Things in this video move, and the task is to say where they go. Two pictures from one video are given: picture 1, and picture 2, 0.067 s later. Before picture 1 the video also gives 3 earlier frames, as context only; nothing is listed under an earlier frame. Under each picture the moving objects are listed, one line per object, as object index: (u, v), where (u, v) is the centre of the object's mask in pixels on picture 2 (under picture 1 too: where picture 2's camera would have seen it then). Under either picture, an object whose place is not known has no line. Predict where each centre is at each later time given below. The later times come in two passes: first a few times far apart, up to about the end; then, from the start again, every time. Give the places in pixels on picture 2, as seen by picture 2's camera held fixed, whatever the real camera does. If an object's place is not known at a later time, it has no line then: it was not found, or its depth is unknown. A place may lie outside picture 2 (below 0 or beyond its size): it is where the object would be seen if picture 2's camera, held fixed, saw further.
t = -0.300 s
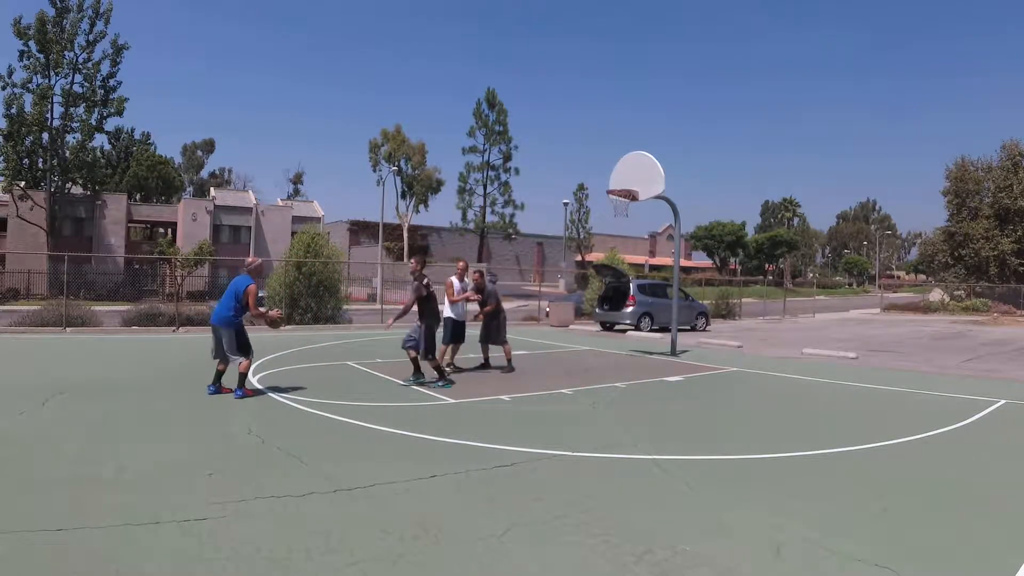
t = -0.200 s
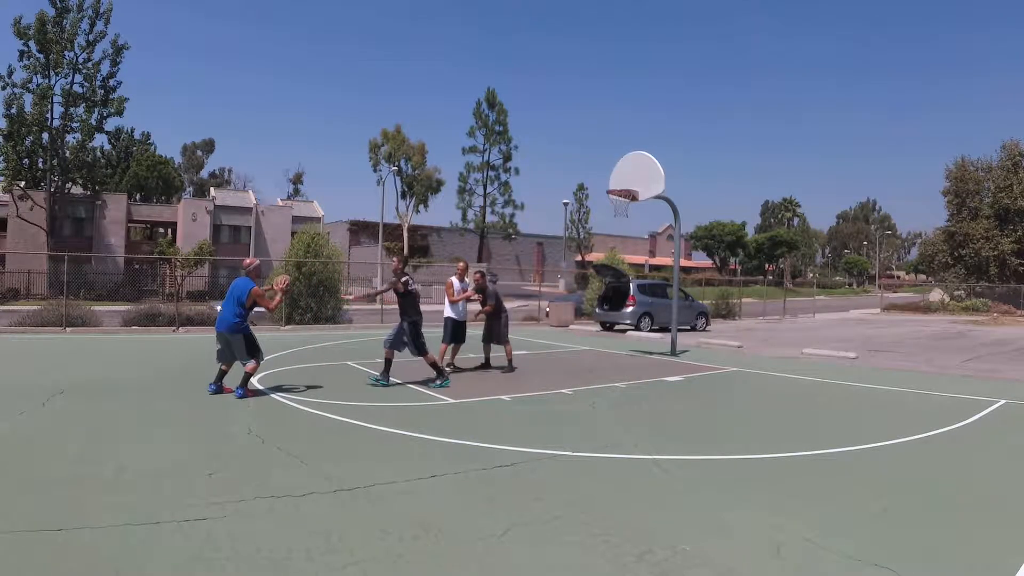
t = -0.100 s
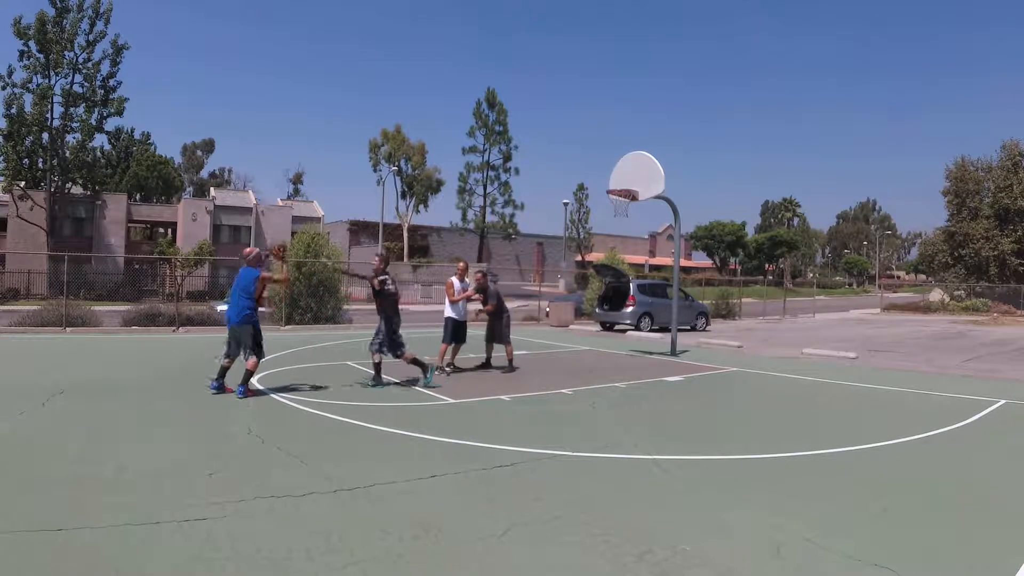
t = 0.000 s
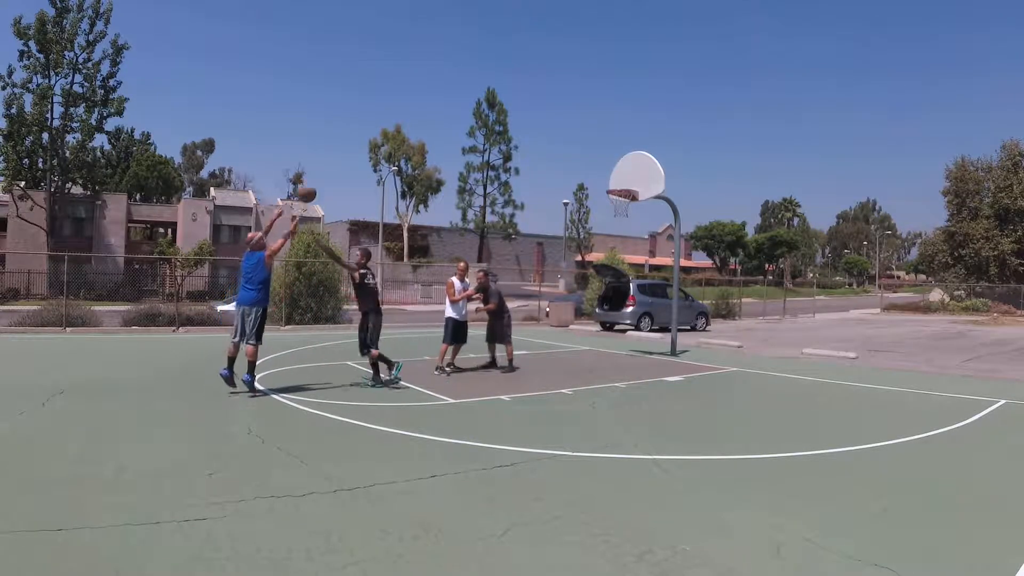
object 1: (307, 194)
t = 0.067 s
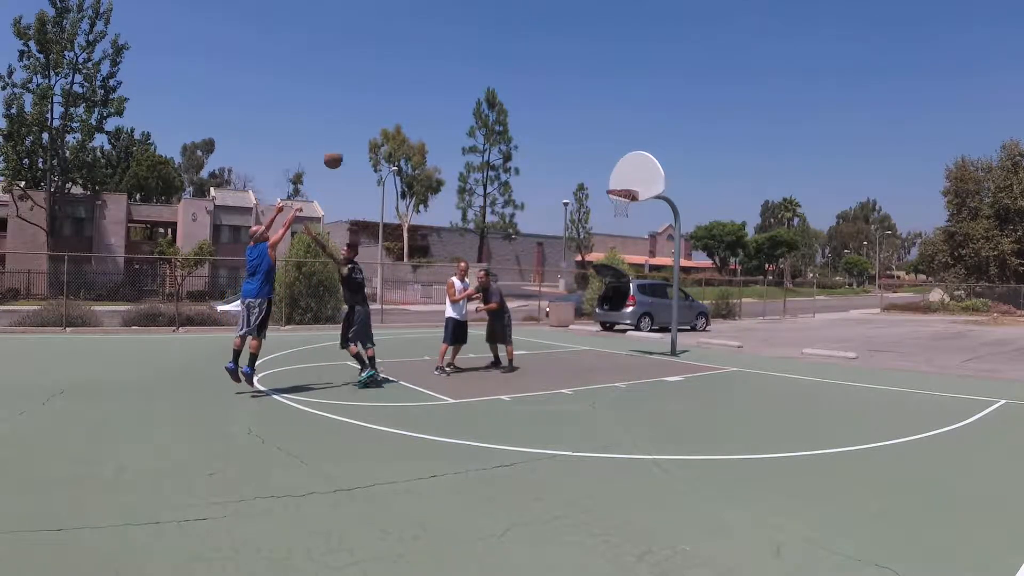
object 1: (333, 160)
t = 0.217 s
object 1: (389, 102)
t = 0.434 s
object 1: (458, 60)
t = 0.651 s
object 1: (516, 54)
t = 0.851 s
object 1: (562, 74)
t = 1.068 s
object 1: (605, 119)
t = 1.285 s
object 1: (638, 182)
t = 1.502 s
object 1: (628, 151)
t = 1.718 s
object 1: (619, 136)
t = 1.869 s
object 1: (611, 144)
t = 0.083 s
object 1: (339, 152)
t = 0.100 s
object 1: (346, 145)
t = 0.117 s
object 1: (352, 138)
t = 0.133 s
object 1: (358, 131)
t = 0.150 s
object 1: (364, 125)
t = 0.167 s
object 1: (371, 119)
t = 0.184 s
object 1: (377, 113)
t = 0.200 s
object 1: (383, 109)
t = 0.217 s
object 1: (389, 102)
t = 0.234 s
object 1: (395, 97)
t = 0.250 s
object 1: (400, 93)
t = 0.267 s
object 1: (406, 88)
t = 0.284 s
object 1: (412, 84)
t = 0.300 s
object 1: (417, 81)
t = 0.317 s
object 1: (422, 77)
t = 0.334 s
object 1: (428, 75)
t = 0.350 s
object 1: (432, 72)
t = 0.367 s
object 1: (438, 69)
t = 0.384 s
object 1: (442, 66)
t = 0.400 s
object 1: (449, 64)
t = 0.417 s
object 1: (454, 62)
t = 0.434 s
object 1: (458, 60)
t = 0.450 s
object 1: (463, 58)
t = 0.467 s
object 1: (468, 57)
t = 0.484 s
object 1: (472, 55)
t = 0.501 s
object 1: (477, 54)
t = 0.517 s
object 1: (482, 54)
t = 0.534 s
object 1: (486, 53)
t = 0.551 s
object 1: (491, 52)
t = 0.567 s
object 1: (495, 52)
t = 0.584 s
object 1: (499, 52)
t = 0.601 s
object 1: (504, 53)
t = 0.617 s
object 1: (508, 53)
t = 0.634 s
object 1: (512, 53)
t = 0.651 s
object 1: (516, 54)
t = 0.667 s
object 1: (520, 55)
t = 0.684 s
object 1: (525, 55)
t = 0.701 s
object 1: (529, 57)
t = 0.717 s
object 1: (532, 58)
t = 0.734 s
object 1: (536, 59)
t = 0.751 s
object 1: (540, 61)
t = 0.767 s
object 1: (544, 63)
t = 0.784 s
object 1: (547, 65)
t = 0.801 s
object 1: (551, 67)
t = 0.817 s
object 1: (555, 69)
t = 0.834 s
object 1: (558, 71)
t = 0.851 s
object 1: (562, 74)
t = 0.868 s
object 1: (566, 77)
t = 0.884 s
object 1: (569, 79)
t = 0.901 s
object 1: (573, 82)
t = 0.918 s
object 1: (576, 85)
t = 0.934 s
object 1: (579, 88)
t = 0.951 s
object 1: (583, 91)
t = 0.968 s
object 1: (586, 95)
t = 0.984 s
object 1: (589, 99)
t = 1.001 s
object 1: (592, 103)
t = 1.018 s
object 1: (596, 107)
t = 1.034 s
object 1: (599, 111)
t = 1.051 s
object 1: (602, 114)
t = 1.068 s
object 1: (605, 119)
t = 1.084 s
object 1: (608, 123)
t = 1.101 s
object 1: (611, 128)
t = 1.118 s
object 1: (614, 133)
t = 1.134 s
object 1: (617, 137)
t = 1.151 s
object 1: (620, 143)
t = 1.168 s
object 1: (623, 147)
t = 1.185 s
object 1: (625, 152)
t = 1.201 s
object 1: (628, 157)
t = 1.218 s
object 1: (631, 162)
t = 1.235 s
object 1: (634, 168)
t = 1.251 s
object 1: (637, 174)
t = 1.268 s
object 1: (639, 180)
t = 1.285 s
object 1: (638, 182)
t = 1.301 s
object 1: (636, 184)
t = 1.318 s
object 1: (635, 181)
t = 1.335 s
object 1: (634, 177)
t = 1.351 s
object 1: (634, 174)
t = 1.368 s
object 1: (633, 171)
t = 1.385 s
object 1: (633, 168)
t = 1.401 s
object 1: (632, 165)
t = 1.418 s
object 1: (631, 162)
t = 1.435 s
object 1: (631, 159)
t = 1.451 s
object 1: (630, 158)
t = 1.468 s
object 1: (629, 156)
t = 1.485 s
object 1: (629, 153)
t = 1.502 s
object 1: (628, 151)
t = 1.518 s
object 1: (627, 148)
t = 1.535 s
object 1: (627, 146)
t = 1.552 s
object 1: (626, 145)
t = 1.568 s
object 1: (626, 143)
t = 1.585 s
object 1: (625, 141)
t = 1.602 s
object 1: (624, 140)
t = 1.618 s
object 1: (623, 139)
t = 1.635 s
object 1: (623, 138)
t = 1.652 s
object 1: (622, 137)
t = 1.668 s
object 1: (621, 137)
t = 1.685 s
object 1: (621, 136)
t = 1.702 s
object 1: (620, 136)
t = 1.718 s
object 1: (619, 136)
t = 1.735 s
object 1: (618, 136)
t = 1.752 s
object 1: (618, 137)
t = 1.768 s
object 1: (617, 137)
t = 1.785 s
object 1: (616, 137)
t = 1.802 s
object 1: (615, 138)
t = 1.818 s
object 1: (614, 140)
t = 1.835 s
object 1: (613, 141)
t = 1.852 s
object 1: (612, 143)
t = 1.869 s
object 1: (611, 144)
